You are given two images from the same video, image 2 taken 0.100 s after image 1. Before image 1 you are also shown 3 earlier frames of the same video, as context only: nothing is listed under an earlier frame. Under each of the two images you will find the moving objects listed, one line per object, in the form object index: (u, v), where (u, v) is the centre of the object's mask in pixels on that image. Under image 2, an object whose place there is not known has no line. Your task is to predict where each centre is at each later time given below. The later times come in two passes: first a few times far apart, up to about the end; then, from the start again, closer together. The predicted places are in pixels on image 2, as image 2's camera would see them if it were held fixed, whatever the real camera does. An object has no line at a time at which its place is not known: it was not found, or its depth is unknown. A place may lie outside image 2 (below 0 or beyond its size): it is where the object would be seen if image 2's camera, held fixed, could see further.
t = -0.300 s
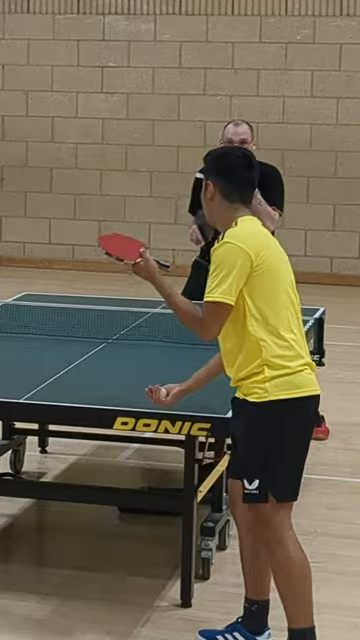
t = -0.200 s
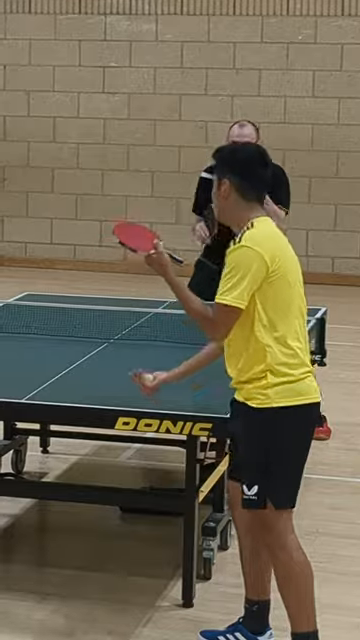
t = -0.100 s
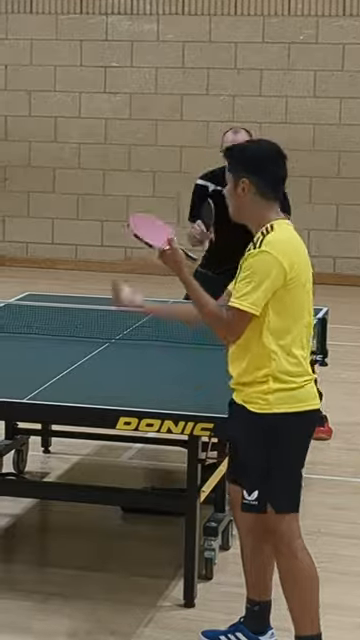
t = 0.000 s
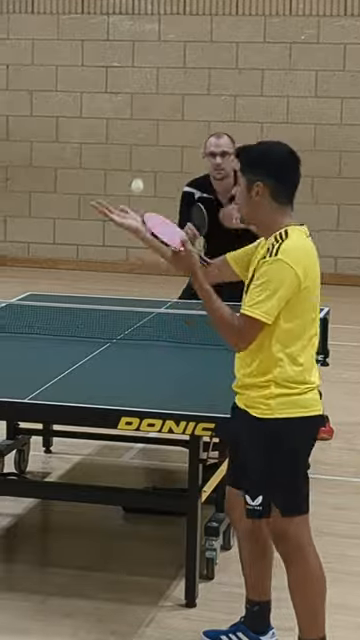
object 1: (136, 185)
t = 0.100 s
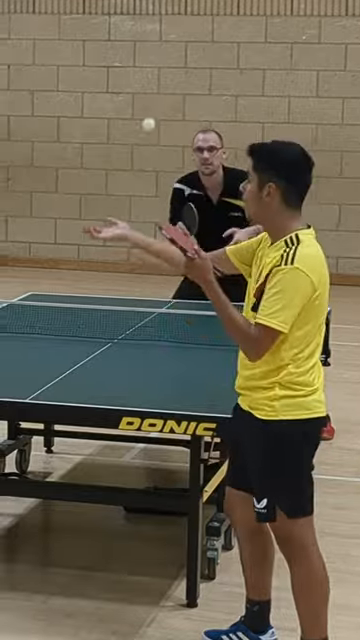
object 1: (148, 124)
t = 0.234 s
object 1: (162, 88)
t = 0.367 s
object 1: (175, 120)
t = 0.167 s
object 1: (156, 96)
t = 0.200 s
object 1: (159, 90)
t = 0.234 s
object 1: (162, 88)
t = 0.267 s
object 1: (165, 89)
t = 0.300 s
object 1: (168, 93)
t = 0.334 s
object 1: (172, 107)
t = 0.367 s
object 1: (175, 120)
